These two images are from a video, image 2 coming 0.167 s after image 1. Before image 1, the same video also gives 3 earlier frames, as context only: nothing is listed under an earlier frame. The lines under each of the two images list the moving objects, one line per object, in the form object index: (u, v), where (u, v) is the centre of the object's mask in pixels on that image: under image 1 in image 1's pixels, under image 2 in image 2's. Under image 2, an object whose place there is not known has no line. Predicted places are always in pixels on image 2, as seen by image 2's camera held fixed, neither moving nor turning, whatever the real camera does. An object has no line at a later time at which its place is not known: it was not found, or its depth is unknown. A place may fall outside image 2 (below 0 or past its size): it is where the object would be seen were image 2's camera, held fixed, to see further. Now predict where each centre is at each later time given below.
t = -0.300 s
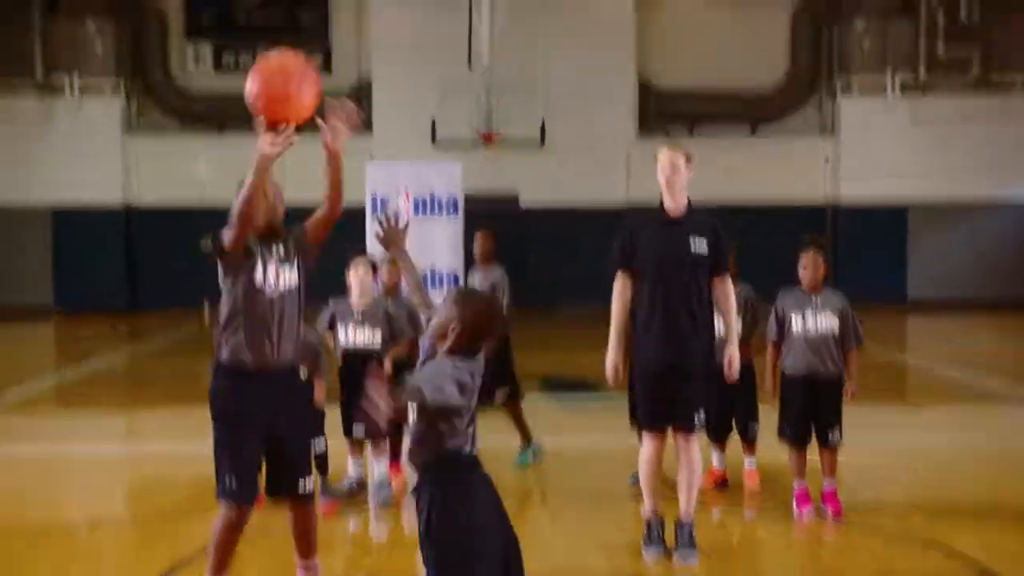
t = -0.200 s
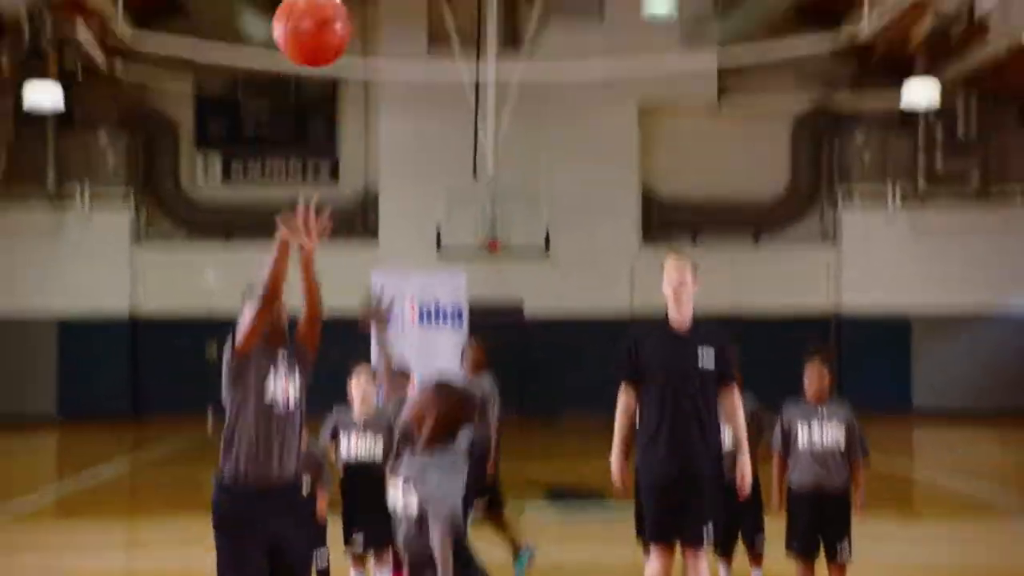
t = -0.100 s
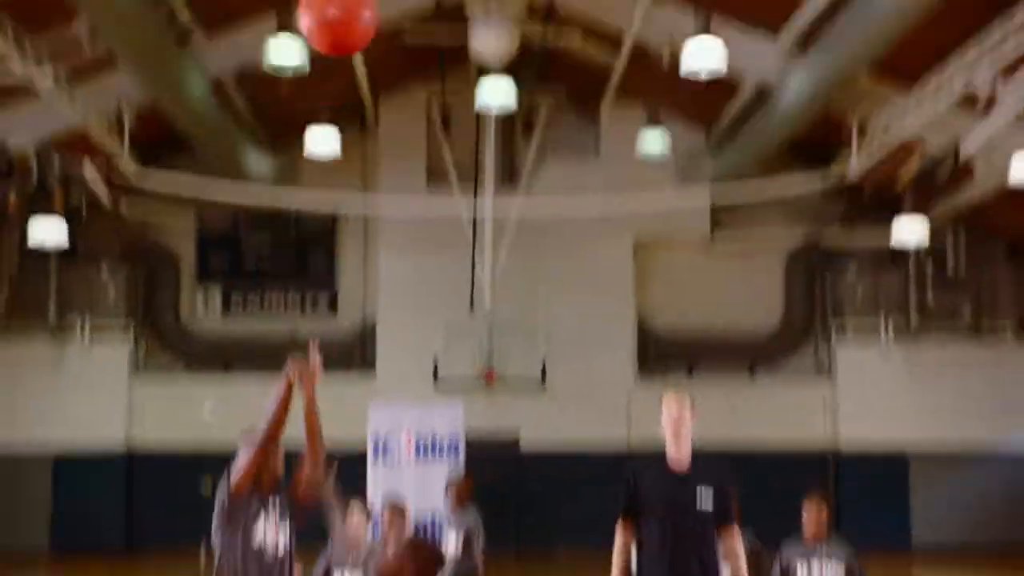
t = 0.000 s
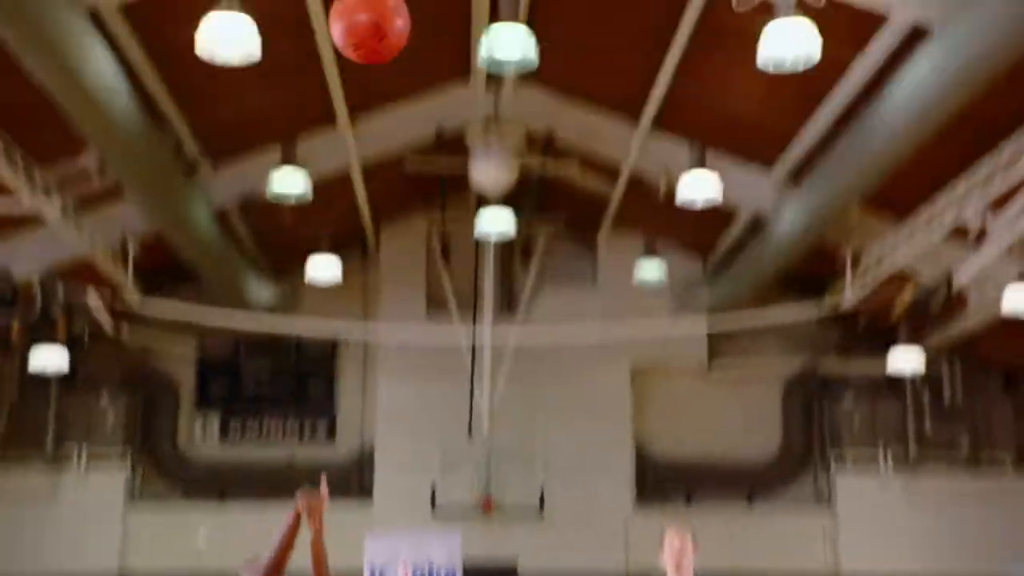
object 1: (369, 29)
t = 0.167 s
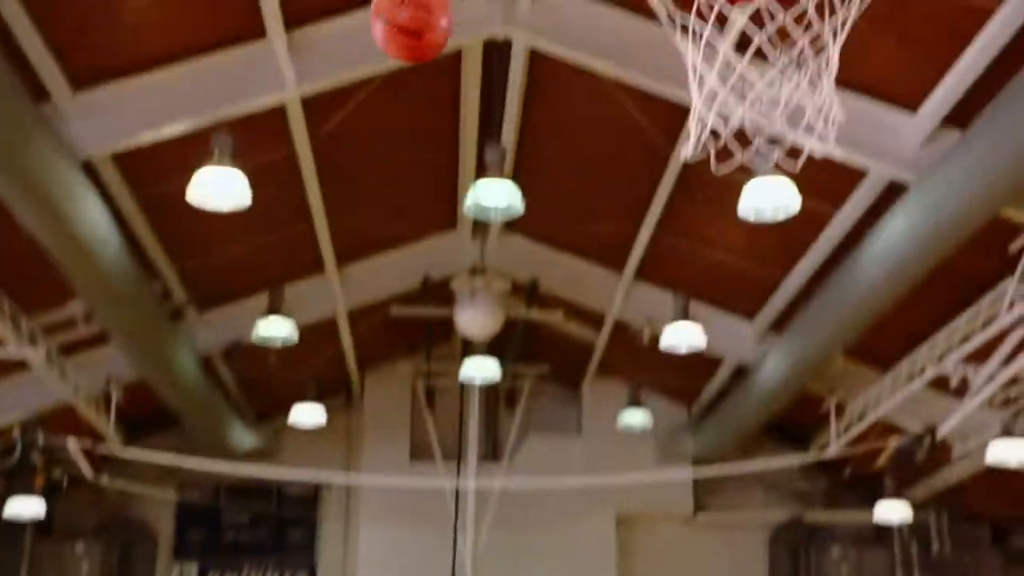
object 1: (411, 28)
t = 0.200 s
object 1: (423, 0)
